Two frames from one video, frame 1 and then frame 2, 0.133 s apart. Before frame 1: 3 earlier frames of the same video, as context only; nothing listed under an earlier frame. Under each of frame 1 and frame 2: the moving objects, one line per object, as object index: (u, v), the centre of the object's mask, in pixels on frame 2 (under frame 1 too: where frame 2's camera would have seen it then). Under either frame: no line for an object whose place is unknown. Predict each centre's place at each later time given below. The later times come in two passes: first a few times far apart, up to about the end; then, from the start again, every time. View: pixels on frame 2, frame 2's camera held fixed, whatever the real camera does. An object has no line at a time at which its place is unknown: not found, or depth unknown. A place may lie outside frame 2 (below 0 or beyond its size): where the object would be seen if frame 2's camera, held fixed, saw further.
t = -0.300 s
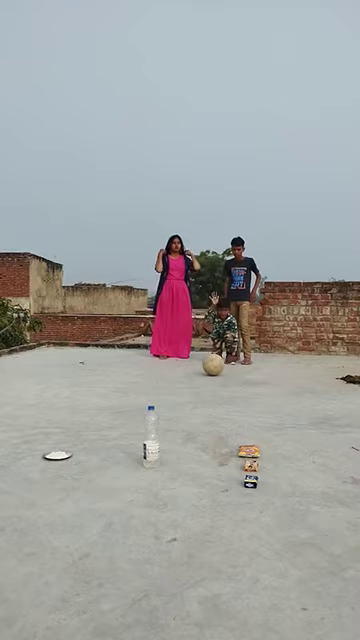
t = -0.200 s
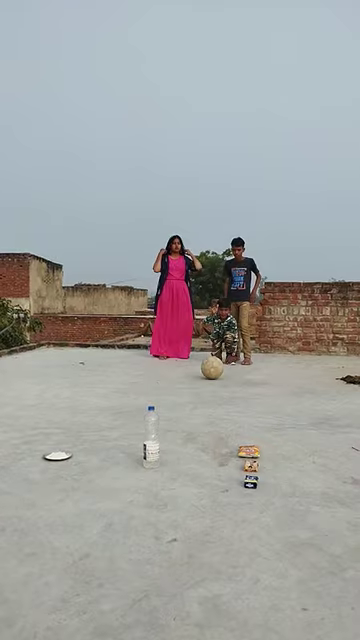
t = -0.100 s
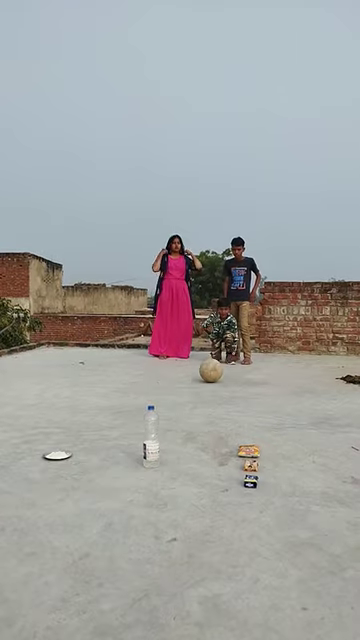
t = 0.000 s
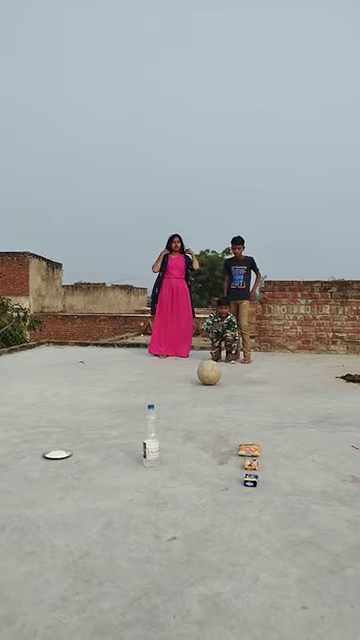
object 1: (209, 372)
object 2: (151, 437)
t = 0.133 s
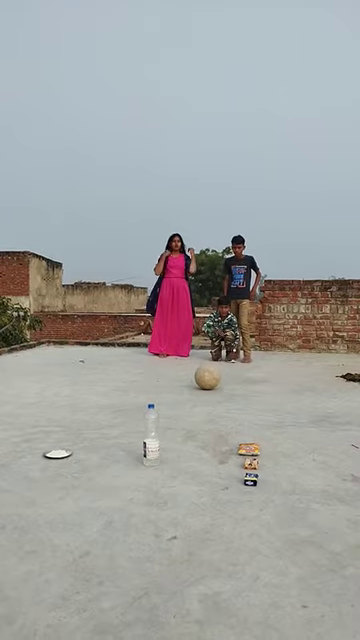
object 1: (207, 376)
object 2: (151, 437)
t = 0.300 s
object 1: (204, 383)
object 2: (151, 437)
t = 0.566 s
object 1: (198, 395)
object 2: (151, 437)
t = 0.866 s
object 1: (188, 412)
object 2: (150, 438)
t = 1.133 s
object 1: (177, 433)
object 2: (150, 438)
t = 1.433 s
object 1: (174, 455)
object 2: (112, 464)
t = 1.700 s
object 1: (178, 482)
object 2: (111, 469)
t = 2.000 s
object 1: (183, 524)
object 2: (114, 471)
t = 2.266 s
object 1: (187, 577)
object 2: (116, 471)
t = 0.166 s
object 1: (207, 378)
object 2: (151, 437)
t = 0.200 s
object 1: (205, 380)
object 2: (151, 437)
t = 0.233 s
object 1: (205, 381)
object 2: (151, 437)
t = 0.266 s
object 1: (205, 382)
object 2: (151, 437)
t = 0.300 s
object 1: (204, 383)
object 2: (151, 437)
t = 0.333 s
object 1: (204, 385)
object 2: (151, 437)
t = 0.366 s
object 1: (203, 386)
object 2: (151, 437)
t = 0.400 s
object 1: (202, 387)
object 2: (151, 437)
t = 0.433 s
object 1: (201, 388)
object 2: (151, 437)
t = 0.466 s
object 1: (200, 391)
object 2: (151, 437)
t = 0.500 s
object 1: (199, 393)
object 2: (151, 437)
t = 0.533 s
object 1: (199, 394)
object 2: (151, 437)
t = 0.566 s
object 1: (198, 395)
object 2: (151, 437)
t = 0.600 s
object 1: (197, 398)
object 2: (151, 438)
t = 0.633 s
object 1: (196, 399)
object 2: (151, 437)
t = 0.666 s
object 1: (195, 401)
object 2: (151, 437)
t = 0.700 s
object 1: (194, 402)
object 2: (151, 437)
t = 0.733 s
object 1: (193, 404)
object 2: (151, 437)
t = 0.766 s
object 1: (192, 407)
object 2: (150, 437)
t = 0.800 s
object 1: (191, 408)
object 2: (150, 437)
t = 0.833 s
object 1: (190, 410)
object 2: (150, 438)
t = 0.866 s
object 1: (188, 412)
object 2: (150, 438)
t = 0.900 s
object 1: (187, 415)
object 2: (151, 437)
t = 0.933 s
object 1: (185, 416)
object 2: (151, 437)
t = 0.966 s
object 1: (184, 420)
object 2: (151, 437)
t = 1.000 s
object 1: (183, 422)
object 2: (151, 437)
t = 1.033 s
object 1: (181, 424)
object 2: (151, 437)
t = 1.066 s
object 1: (179, 427)
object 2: (151, 437)
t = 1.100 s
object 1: (178, 429)
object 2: (151, 437)
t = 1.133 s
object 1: (177, 433)
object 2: (150, 438)
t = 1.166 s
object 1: (176, 436)
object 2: (151, 437)
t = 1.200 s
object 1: (173, 437)
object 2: (145, 439)
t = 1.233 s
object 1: (172, 440)
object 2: (136, 444)
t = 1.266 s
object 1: (172, 443)
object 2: (127, 451)
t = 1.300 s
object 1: (173, 445)
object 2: (121, 460)
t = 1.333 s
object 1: (173, 447)
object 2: (116, 465)
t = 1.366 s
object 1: (174, 450)
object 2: (115, 462)
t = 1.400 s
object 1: (174, 452)
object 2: (113, 462)
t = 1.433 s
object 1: (174, 455)
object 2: (112, 464)
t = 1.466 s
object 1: (175, 458)
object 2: (111, 468)
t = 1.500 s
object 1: (175, 462)
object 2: (111, 468)
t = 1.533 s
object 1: (175, 465)
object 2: (111, 468)
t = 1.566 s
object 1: (175, 468)
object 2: (111, 468)
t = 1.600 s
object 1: (176, 471)
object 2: (111, 469)
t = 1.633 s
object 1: (177, 475)
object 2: (111, 469)
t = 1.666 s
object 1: (177, 478)
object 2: (111, 469)
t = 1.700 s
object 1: (178, 482)
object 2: (111, 469)
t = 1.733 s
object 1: (178, 487)
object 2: (112, 469)
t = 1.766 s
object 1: (179, 490)
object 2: (112, 469)
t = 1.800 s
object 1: (179, 494)
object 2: (111, 469)
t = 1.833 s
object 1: (180, 499)
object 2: (112, 469)
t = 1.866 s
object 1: (181, 503)
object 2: (112, 470)
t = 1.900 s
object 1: (180, 508)
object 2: (112, 470)
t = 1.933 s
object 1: (182, 513)
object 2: (112, 470)
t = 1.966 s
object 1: (182, 518)
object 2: (112, 470)
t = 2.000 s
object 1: (183, 524)
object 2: (114, 471)
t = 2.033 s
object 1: (184, 530)
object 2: (113, 471)
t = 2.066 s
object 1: (184, 536)
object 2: (114, 471)
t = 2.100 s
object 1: (184, 542)
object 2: (115, 472)
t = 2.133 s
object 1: (185, 548)
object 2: (115, 471)
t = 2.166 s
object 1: (186, 555)
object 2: (116, 471)
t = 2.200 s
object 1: (187, 561)
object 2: (115, 472)
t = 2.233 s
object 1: (187, 570)
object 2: (116, 471)
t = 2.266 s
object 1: (187, 577)
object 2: (116, 471)
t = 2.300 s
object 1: (187, 588)
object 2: (116, 471)
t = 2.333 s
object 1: (188, 594)
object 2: (116, 471)
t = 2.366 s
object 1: (188, 599)
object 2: (116, 471)
